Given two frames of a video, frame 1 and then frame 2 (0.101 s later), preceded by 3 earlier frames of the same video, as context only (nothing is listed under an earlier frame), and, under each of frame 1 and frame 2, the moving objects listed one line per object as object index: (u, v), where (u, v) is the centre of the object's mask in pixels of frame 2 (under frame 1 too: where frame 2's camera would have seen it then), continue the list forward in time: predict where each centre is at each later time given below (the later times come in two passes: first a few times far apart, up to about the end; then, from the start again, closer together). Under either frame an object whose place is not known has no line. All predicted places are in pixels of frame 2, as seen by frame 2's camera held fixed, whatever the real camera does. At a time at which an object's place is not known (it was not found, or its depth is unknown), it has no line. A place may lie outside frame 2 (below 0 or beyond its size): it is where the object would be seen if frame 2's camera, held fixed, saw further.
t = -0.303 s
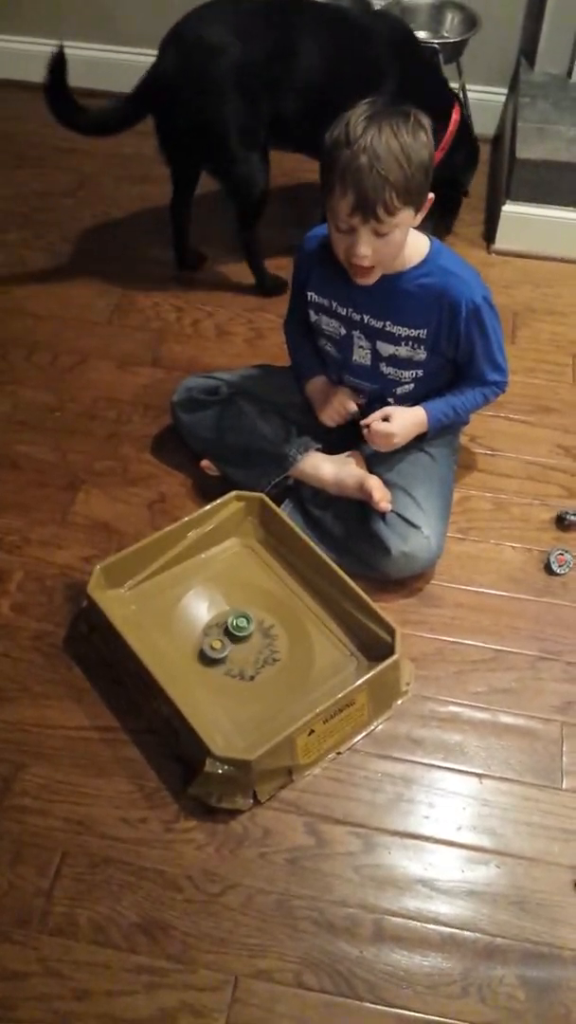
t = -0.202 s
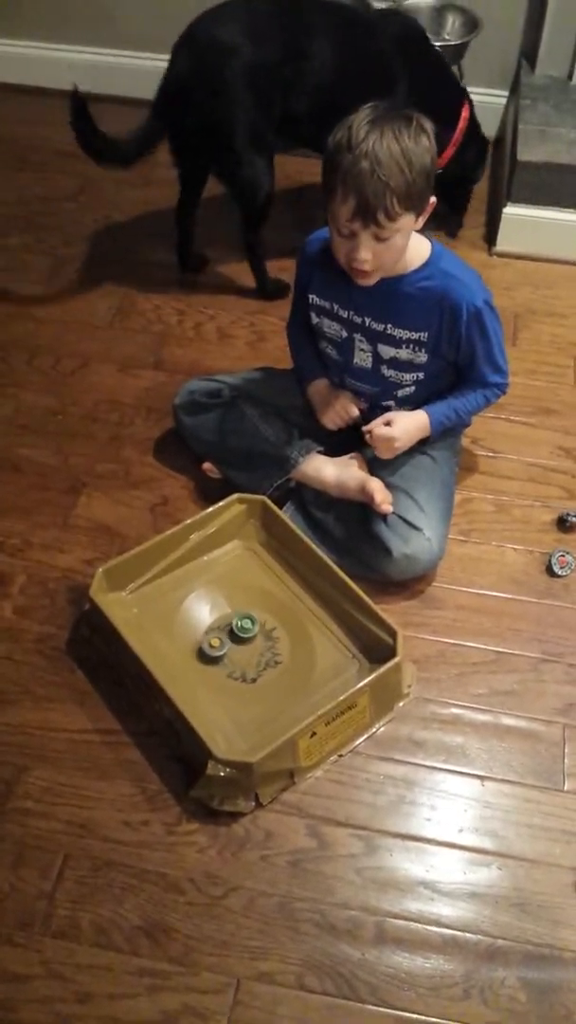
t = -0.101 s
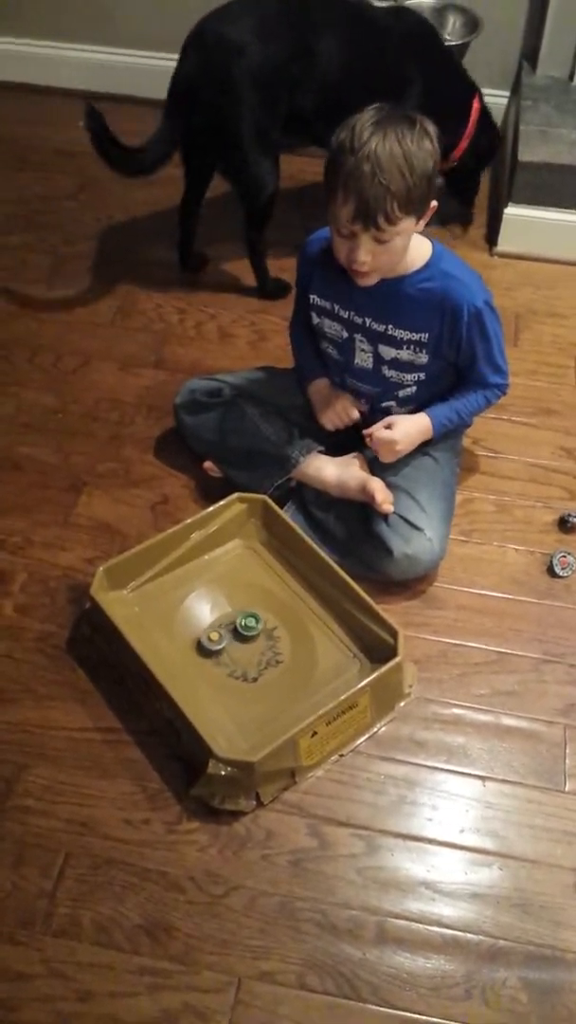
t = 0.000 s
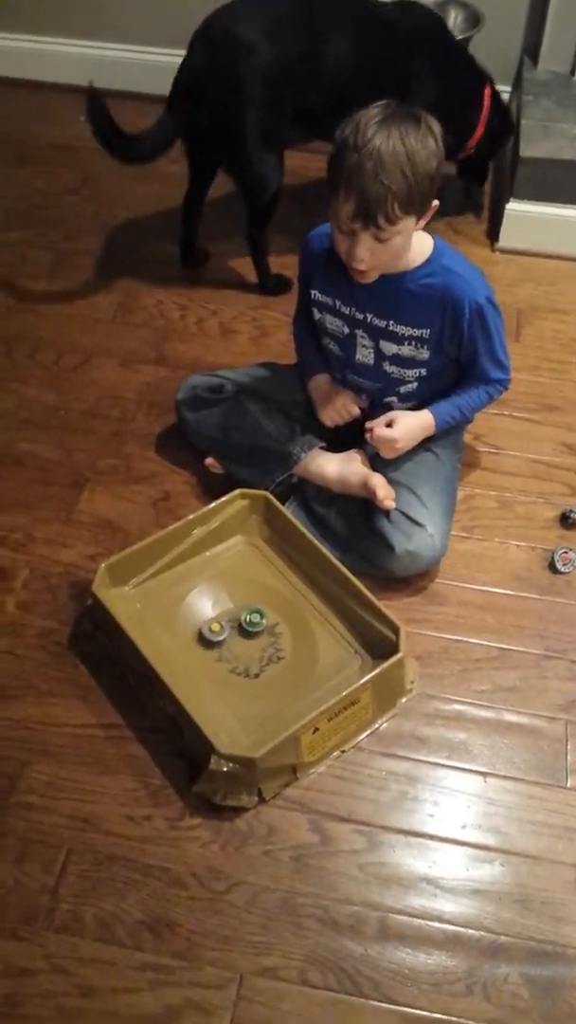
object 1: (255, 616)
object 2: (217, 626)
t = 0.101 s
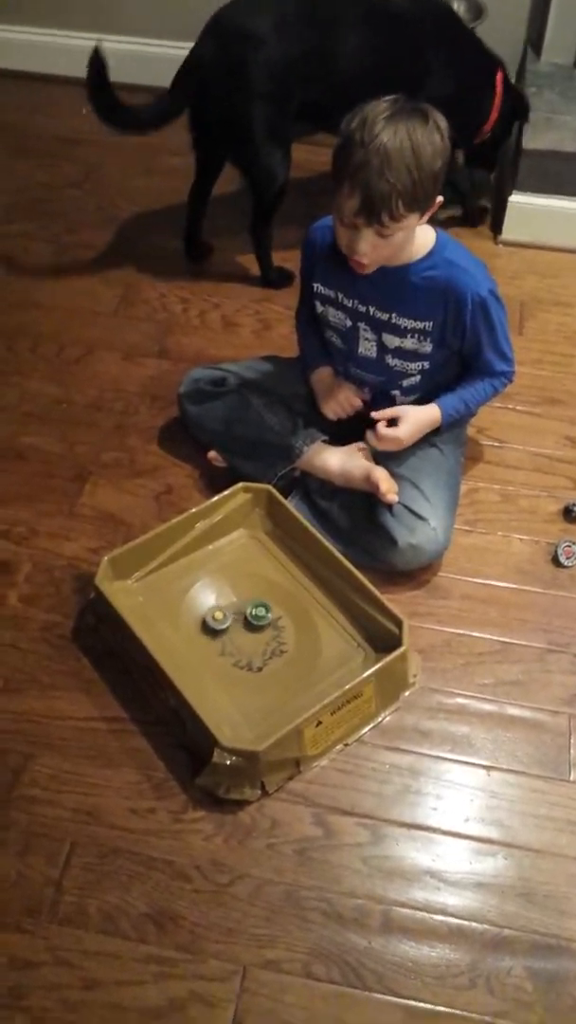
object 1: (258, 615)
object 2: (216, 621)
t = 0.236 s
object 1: (262, 617)
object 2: (221, 610)
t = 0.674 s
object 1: (264, 623)
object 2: (240, 599)
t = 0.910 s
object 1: (260, 628)
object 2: (249, 598)
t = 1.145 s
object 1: (253, 632)
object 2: (263, 605)
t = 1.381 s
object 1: (244, 633)
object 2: (272, 614)
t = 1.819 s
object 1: (232, 629)
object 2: (275, 635)
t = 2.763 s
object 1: (243, 612)
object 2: (226, 639)
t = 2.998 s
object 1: (251, 613)
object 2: (221, 629)
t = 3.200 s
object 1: (255, 615)
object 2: (222, 621)
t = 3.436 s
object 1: (259, 619)
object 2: (227, 611)
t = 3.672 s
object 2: (239, 604)
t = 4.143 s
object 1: (249, 631)
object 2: (256, 604)
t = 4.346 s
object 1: (235, 641)
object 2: (264, 598)
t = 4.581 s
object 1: (225, 641)
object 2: (263, 606)
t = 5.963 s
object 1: (248, 623)
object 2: (222, 641)
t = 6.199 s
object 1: (254, 631)
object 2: (221, 629)
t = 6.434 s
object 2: (225, 621)
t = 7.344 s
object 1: (233, 637)
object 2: (266, 611)
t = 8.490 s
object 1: (242, 618)
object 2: (258, 650)
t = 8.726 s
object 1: (246, 618)
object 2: (239, 647)
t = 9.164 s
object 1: (258, 618)
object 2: (213, 642)
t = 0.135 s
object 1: (258, 616)
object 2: (218, 619)
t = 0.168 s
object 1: (260, 616)
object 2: (219, 615)
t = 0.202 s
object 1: (261, 616)
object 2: (220, 613)
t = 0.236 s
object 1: (262, 617)
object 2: (221, 610)
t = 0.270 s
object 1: (262, 617)
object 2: (222, 609)
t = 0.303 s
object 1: (262, 617)
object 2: (223, 608)
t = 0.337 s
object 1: (263, 618)
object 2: (224, 606)
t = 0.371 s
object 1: (264, 619)
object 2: (226, 605)
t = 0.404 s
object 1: (264, 619)
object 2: (227, 603)
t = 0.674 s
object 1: (264, 623)
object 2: (240, 599)
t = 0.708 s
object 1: (263, 625)
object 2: (242, 598)
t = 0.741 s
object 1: (263, 625)
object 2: (243, 597)
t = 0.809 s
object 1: (262, 627)
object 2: (246, 599)
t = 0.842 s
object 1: (262, 626)
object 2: (247, 598)
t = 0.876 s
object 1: (261, 628)
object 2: (249, 598)
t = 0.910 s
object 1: (260, 628)
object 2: (249, 598)
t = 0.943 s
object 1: (259, 629)
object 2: (252, 600)
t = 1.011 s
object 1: (258, 629)
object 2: (256, 601)
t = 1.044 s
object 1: (257, 629)
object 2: (258, 603)
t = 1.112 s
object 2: (262, 605)
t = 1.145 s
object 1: (253, 632)
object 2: (263, 605)
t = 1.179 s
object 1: (251, 632)
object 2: (265, 606)
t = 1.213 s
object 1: (250, 632)
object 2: (267, 607)
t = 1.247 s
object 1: (248, 632)
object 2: (268, 608)
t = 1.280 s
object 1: (247, 634)
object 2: (269, 610)
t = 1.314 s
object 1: (246, 633)
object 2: (271, 611)
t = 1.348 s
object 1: (245, 632)
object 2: (272, 613)
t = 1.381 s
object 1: (244, 633)
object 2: (272, 614)
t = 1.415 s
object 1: (243, 632)
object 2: (273, 617)
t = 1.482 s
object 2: (274, 619)
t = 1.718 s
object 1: (234, 629)
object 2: (276, 631)
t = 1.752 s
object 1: (233, 629)
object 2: (275, 634)
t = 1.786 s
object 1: (232, 628)
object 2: (275, 632)
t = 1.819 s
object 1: (232, 629)
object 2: (275, 635)
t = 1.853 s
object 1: (232, 628)
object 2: (273, 638)
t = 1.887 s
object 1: (231, 627)
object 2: (272, 637)
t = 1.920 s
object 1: (231, 627)
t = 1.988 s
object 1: (230, 626)
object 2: (269, 642)
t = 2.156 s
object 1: (230, 621)
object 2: (261, 645)
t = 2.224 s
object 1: (230, 621)
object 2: (257, 647)
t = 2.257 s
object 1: (230, 620)
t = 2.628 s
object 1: (239, 613)
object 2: (232, 644)
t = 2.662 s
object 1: (240, 613)
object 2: (230, 643)
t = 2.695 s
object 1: (241, 613)
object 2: (229, 642)
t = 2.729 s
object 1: (242, 612)
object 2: (227, 640)
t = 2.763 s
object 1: (243, 612)
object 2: (226, 639)
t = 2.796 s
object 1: (244, 612)
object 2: (225, 638)
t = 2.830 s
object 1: (245, 612)
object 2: (224, 637)
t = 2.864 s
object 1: (246, 612)
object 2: (223, 635)
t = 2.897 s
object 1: (248, 612)
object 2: (222, 633)
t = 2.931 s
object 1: (249, 613)
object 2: (221, 631)
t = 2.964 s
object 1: (250, 613)
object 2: (221, 631)
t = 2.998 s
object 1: (251, 613)
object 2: (221, 629)
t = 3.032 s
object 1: (252, 613)
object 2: (221, 628)
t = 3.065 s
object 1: (252, 614)
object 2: (221, 627)
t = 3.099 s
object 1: (253, 614)
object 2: (222, 624)
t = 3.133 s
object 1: (254, 615)
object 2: (222, 623)
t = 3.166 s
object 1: (254, 615)
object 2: (222, 622)
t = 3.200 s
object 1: (255, 615)
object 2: (222, 621)
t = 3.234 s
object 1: (256, 617)
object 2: (223, 619)
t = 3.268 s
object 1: (257, 617)
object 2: (223, 617)
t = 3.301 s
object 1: (258, 618)
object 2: (224, 616)
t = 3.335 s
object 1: (258, 618)
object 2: (225, 614)
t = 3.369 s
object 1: (258, 618)
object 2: (226, 614)
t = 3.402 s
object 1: (259, 618)
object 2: (226, 612)
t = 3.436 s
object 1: (259, 619)
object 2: (227, 611)
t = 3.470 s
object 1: (260, 619)
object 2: (228, 609)
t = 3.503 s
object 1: (260, 620)
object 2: (230, 609)
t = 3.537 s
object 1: (260, 621)
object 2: (231, 607)
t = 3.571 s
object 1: (260, 622)
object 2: (233, 607)
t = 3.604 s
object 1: (261, 622)
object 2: (235, 606)
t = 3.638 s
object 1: (260, 623)
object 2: (237, 605)
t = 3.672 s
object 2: (239, 604)
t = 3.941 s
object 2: (251, 601)
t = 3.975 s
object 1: (254, 629)
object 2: (251, 601)
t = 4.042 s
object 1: (253, 629)
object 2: (253, 602)
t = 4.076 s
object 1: (251, 630)
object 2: (254, 602)
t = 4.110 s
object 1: (250, 630)
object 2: (255, 602)
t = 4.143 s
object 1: (249, 631)
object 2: (256, 604)
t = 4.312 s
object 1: (236, 640)
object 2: (266, 598)
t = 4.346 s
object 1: (235, 641)
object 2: (264, 598)
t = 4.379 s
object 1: (233, 642)
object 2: (262, 599)
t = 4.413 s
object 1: (232, 641)
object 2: (261, 600)
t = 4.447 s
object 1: (231, 642)
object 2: (261, 601)
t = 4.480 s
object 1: (230, 641)
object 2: (261, 601)
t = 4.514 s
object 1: (228, 642)
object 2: (262, 603)
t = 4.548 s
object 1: (227, 642)
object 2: (263, 605)
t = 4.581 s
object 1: (225, 641)
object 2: (263, 606)
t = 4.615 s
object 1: (225, 642)
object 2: (265, 607)
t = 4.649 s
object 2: (265, 609)
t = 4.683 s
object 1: (224, 641)
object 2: (266, 610)
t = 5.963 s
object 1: (248, 623)
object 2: (222, 641)
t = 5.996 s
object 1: (249, 624)
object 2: (221, 639)
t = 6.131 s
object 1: (252, 628)
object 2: (220, 633)
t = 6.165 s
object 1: (254, 630)
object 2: (220, 633)
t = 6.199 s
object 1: (254, 631)
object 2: (221, 629)
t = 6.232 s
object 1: (254, 632)
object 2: (220, 630)
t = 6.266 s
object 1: (254, 633)
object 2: (220, 630)
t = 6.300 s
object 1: (254, 634)
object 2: (222, 625)
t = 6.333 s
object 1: (254, 635)
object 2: (223, 624)
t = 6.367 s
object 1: (254, 636)
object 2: (223, 623)
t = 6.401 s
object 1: (254, 637)
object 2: (224, 622)
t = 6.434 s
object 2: (225, 621)
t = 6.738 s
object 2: (239, 610)
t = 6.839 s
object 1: (245, 644)
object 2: (247, 607)
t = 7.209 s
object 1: (234, 640)
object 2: (263, 607)
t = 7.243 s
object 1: (233, 639)
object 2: (263, 607)
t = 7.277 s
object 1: (232, 638)
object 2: (265, 609)
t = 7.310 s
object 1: (233, 637)
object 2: (265, 610)
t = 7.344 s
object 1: (233, 637)
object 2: (266, 611)
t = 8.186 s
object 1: (233, 615)
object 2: (276, 648)
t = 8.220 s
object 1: (234, 616)
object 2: (274, 649)
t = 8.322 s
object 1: (238, 616)
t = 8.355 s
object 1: (239, 616)
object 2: (267, 650)
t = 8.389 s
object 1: (239, 616)
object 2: (264, 649)
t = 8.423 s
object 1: (241, 617)
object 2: (262, 650)
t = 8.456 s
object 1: (242, 617)
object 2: (260, 650)
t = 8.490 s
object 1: (242, 618)
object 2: (258, 650)
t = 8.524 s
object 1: (243, 618)
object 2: (255, 649)
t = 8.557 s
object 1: (243, 618)
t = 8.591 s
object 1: (244, 618)
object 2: (250, 647)
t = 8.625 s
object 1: (244, 618)
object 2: (247, 647)
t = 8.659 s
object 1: (245, 618)
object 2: (245, 647)
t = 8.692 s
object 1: (246, 618)
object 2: (241, 647)
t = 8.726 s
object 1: (246, 618)
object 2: (239, 647)
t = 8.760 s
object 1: (247, 618)
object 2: (236, 647)
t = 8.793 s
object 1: (250, 618)
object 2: (232, 650)
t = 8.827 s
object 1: (252, 617)
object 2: (229, 653)
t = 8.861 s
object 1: (252, 617)
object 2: (225, 651)
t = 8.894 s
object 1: (253, 617)
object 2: (223, 650)
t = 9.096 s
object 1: (257, 617)
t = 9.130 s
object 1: (257, 618)
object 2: (212, 643)
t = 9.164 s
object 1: (258, 618)
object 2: (213, 642)
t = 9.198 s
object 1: (258, 617)
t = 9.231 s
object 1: (258, 617)
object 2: (212, 639)
